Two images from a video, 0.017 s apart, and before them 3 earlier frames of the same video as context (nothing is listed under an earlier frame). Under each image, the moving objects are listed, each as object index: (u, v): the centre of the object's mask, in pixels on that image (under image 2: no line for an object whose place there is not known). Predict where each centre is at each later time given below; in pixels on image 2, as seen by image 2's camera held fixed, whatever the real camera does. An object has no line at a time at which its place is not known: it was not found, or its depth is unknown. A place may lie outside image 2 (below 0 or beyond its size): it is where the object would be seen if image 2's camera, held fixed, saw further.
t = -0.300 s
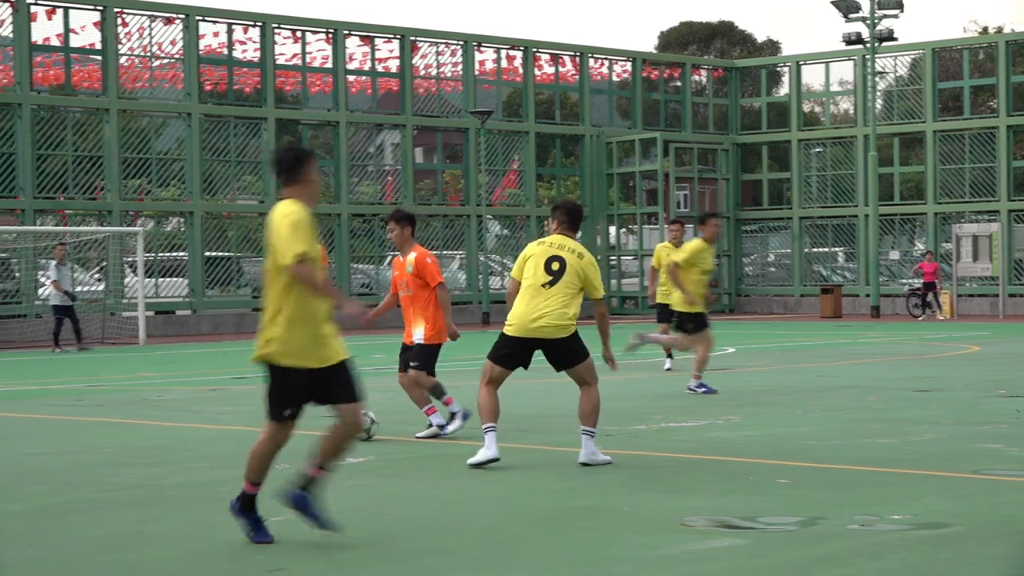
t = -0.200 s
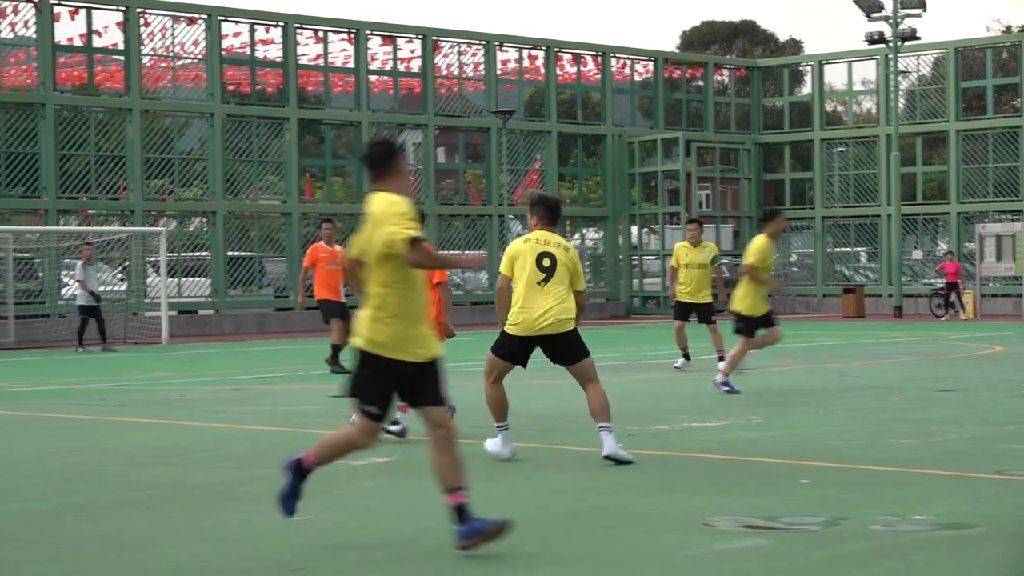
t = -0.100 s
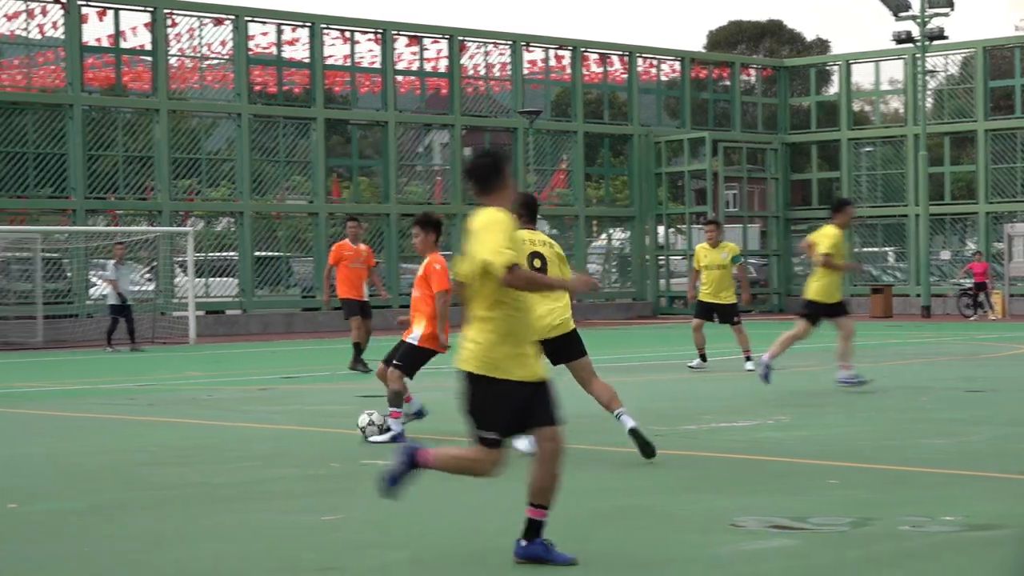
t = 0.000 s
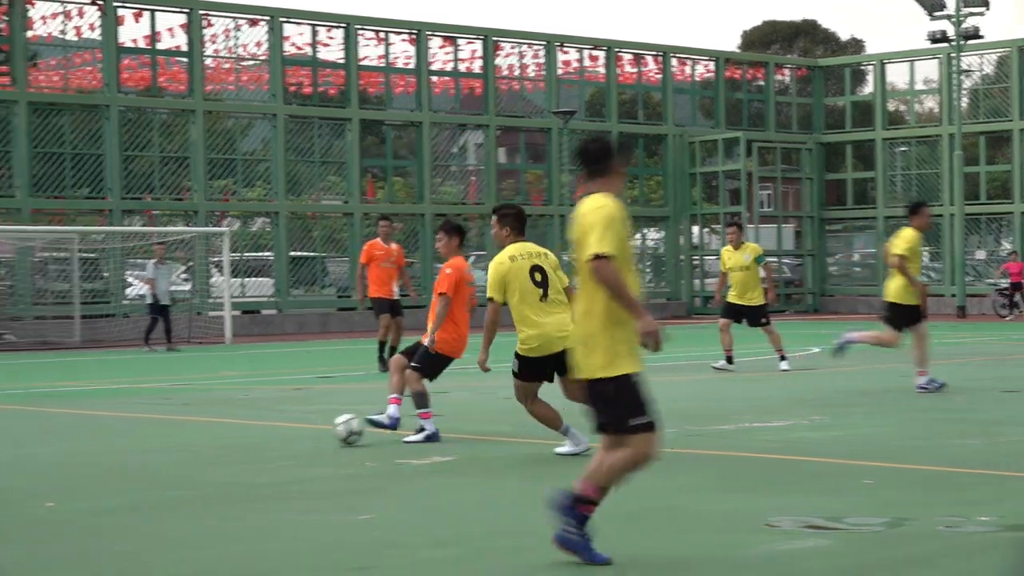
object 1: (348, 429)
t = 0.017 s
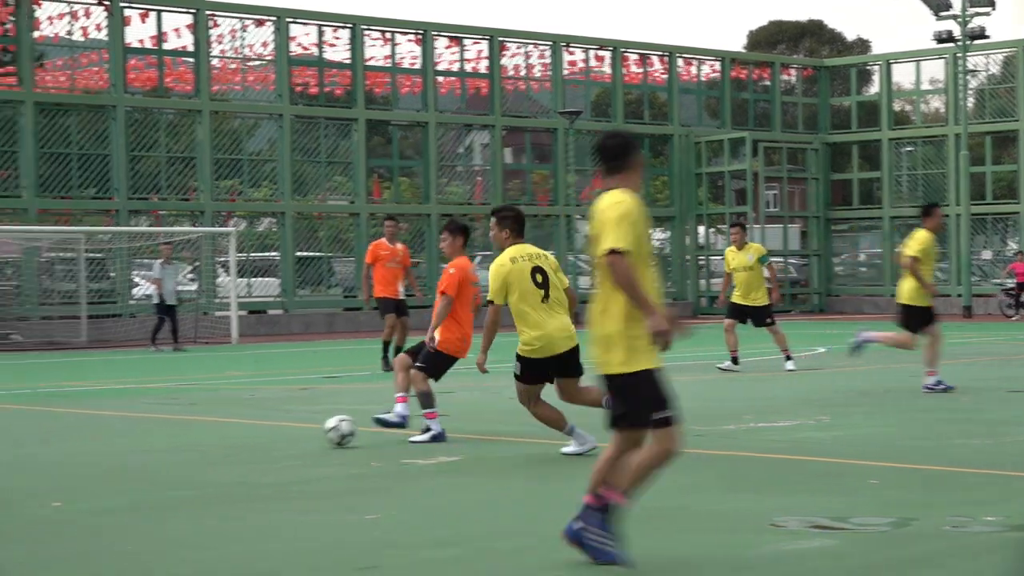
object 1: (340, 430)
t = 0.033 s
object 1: (322, 431)
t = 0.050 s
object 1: (305, 435)
